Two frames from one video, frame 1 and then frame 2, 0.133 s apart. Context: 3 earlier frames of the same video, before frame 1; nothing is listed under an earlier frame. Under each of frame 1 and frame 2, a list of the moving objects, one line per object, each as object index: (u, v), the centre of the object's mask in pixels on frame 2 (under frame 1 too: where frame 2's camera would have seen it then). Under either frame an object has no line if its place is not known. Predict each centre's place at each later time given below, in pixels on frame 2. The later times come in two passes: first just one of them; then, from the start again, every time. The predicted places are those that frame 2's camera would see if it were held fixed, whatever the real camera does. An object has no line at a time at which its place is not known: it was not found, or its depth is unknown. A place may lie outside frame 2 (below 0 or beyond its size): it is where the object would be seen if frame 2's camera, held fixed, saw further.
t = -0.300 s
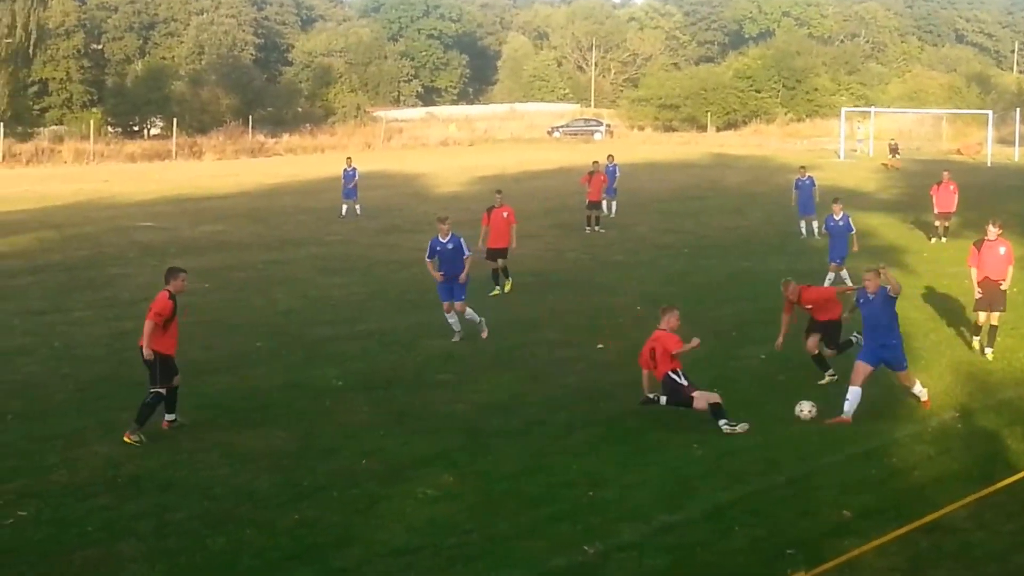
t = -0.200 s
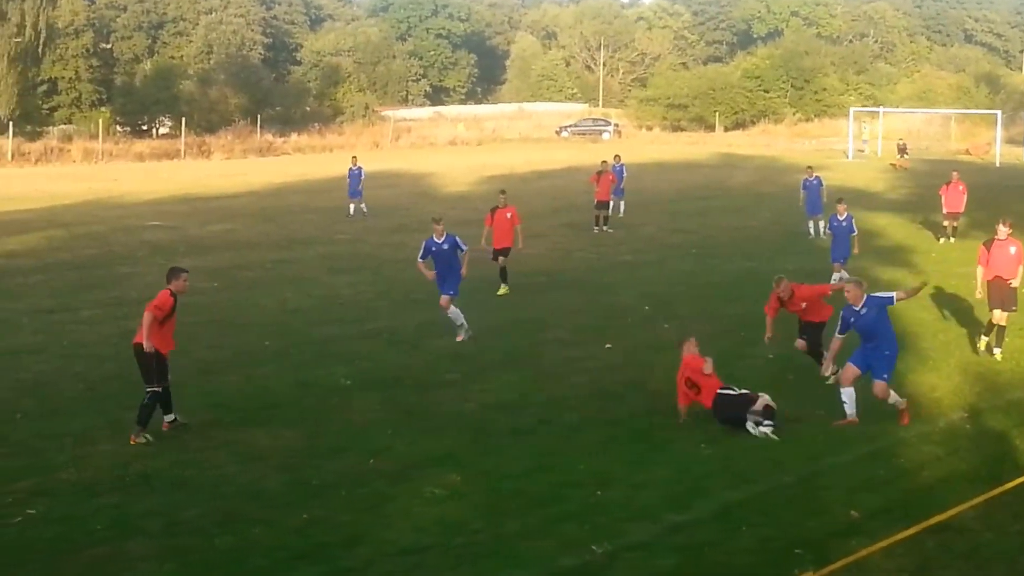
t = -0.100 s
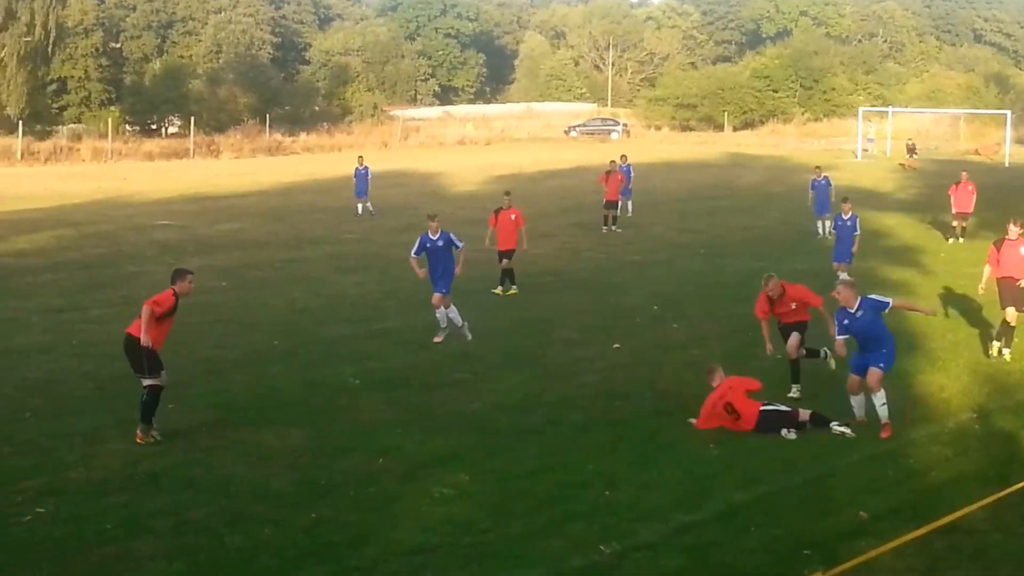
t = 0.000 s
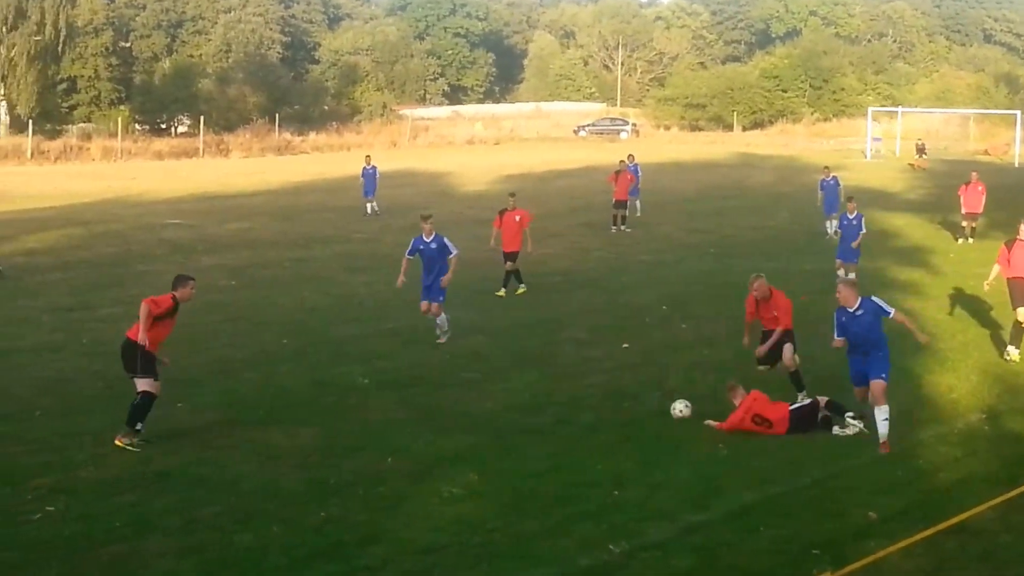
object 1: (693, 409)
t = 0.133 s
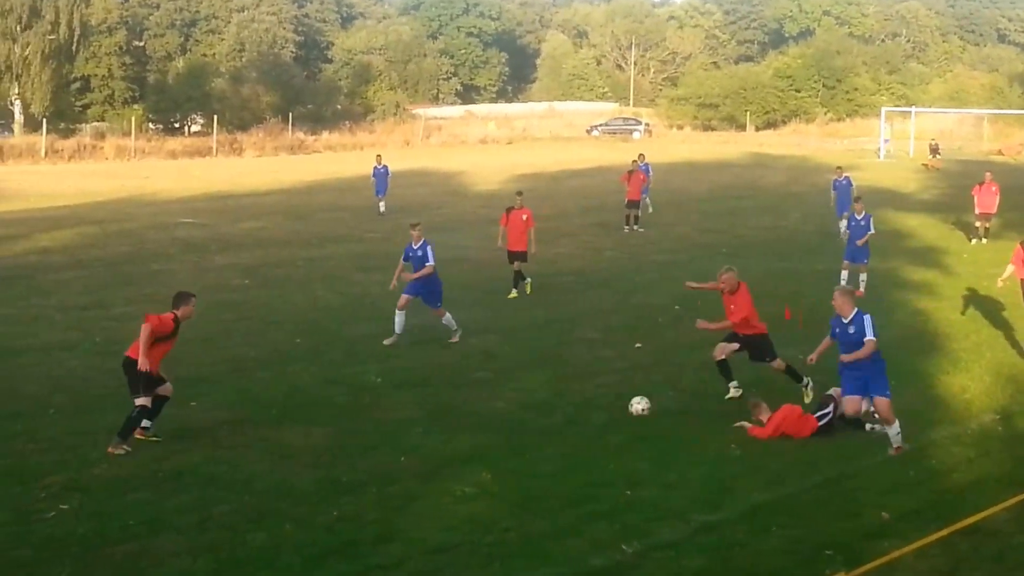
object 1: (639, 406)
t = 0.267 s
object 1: (588, 403)
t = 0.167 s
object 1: (627, 407)
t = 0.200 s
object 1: (614, 406)
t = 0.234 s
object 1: (601, 404)
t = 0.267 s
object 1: (588, 403)
